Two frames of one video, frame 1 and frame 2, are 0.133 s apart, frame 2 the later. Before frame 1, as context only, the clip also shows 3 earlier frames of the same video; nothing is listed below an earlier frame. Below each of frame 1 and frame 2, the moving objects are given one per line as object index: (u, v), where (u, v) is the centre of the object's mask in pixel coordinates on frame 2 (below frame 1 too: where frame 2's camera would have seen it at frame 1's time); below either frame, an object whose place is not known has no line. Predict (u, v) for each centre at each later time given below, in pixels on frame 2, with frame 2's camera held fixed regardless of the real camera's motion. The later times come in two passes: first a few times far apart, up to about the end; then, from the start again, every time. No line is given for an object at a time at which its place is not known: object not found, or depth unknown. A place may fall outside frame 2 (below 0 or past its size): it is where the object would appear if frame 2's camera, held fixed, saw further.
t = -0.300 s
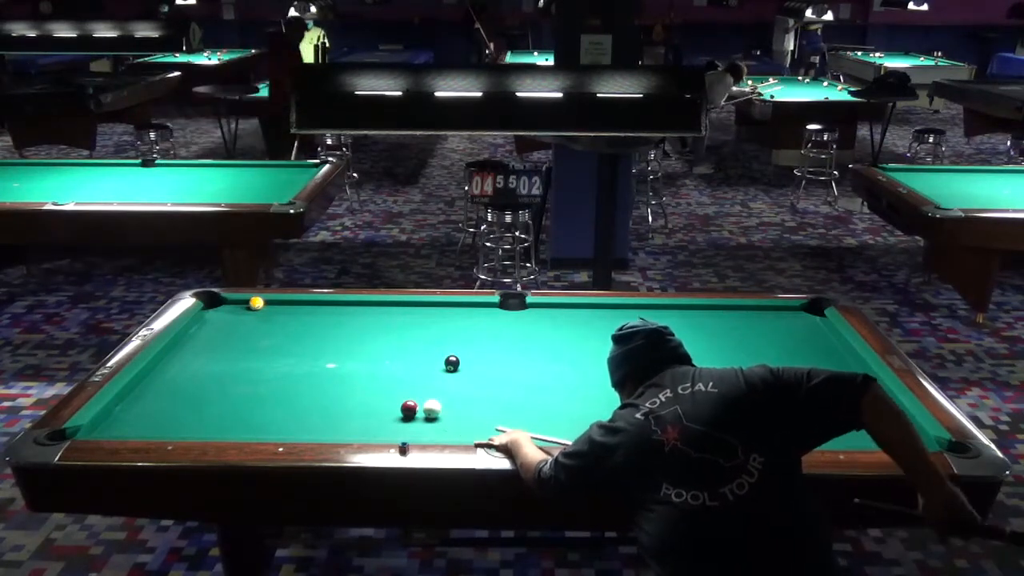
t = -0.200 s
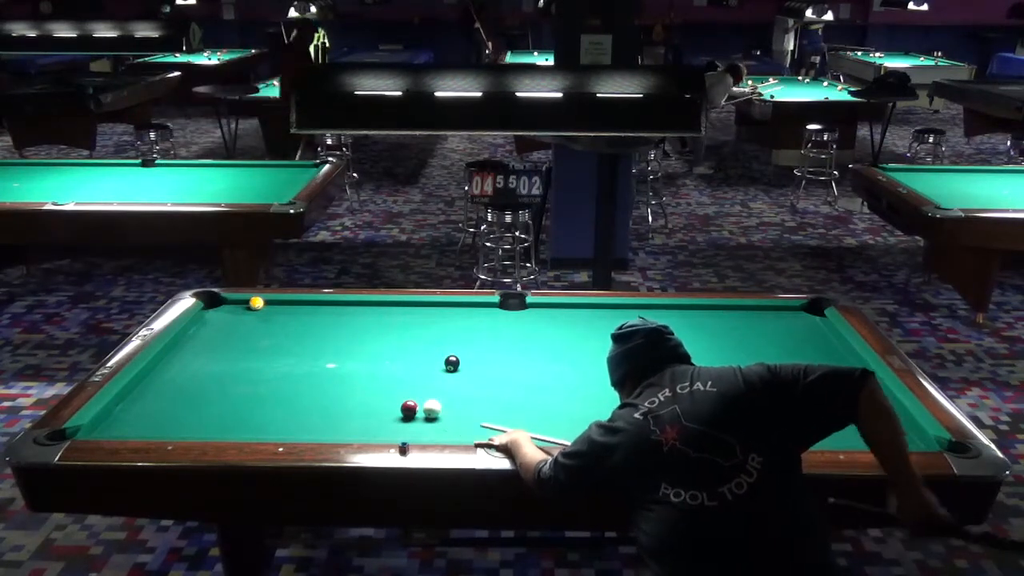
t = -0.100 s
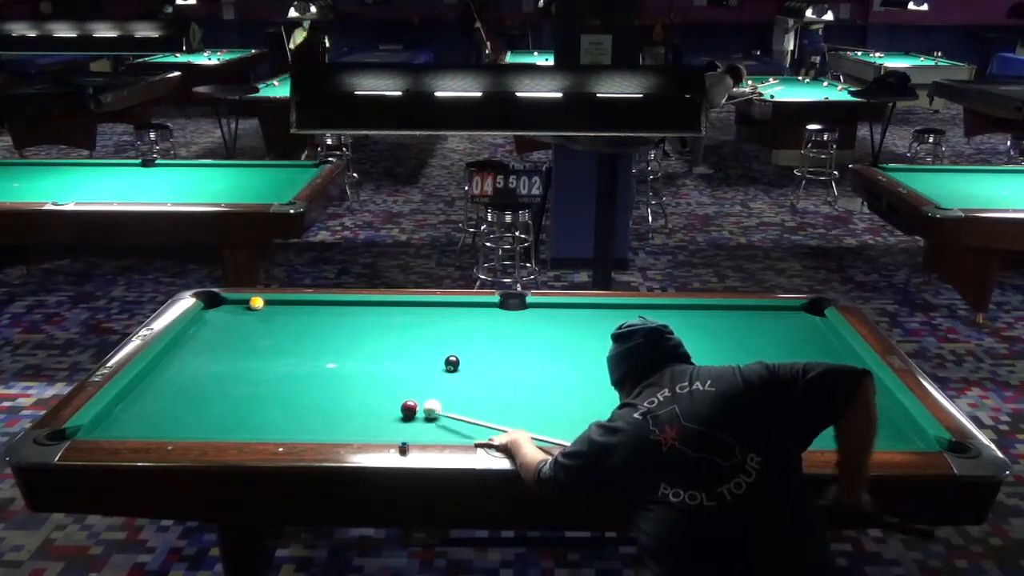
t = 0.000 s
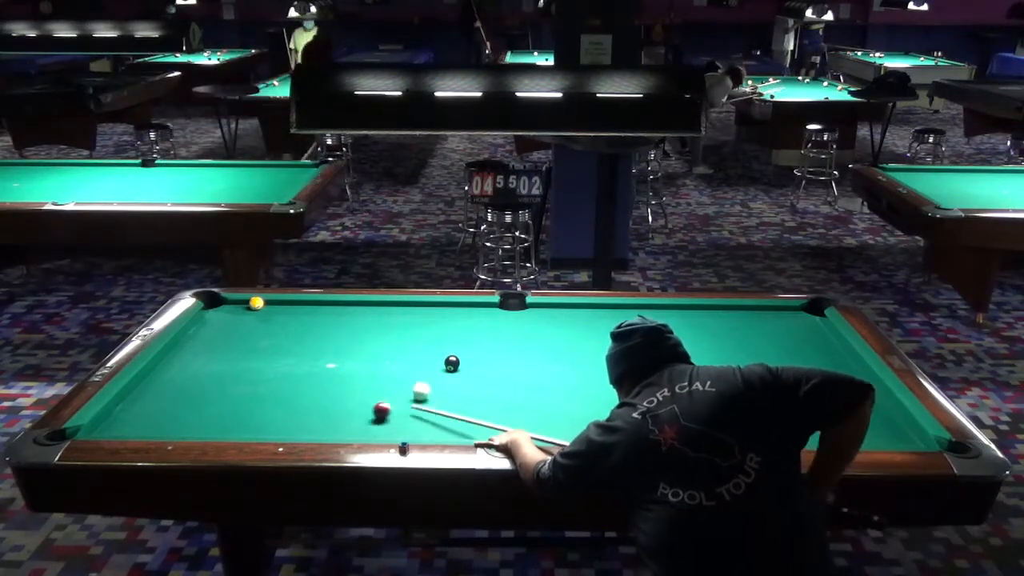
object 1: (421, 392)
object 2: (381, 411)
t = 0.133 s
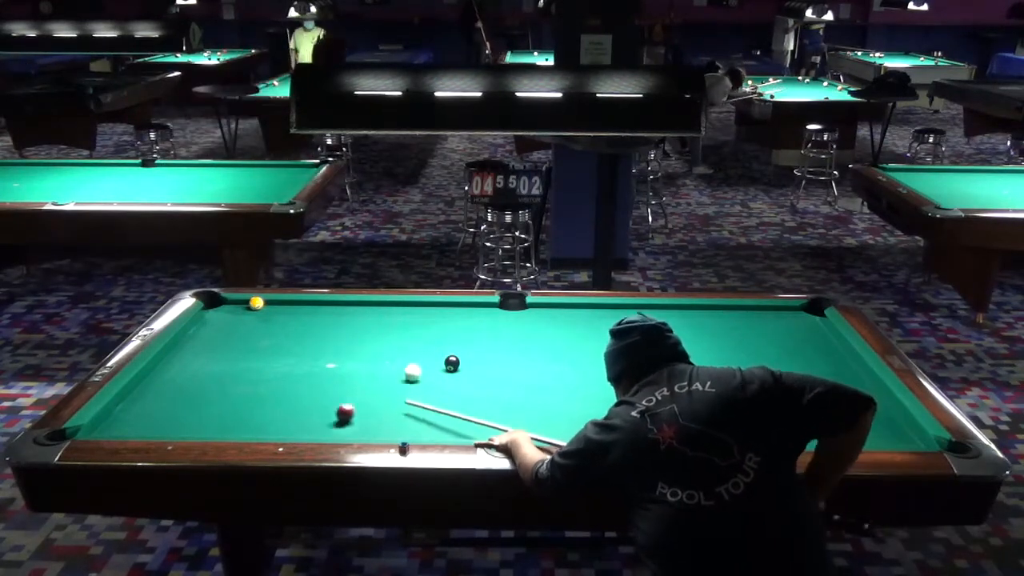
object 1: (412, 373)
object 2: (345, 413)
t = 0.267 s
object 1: (405, 358)
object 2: (309, 416)
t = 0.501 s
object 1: (393, 334)
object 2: (247, 420)
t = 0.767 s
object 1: (381, 310)
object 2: (178, 425)
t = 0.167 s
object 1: (410, 369)
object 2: (336, 415)
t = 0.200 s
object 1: (408, 365)
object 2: (326, 416)
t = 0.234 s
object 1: (407, 361)
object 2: (318, 415)
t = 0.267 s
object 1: (405, 358)
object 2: (309, 416)
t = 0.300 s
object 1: (403, 354)
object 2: (300, 417)
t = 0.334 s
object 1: (401, 351)
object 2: (292, 417)
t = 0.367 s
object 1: (399, 347)
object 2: (282, 418)
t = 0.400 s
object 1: (398, 343)
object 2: (273, 419)
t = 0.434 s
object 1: (396, 340)
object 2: (265, 419)
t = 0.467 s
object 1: (395, 337)
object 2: (256, 419)
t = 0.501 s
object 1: (393, 334)
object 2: (247, 420)
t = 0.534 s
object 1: (391, 330)
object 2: (239, 421)
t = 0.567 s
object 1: (390, 327)
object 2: (230, 421)
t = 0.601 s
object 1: (388, 324)
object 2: (221, 422)
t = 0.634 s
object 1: (387, 321)
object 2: (212, 423)
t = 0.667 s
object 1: (385, 318)
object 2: (204, 423)
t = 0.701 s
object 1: (384, 315)
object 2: (195, 423)
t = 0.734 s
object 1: (383, 313)
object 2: (186, 425)
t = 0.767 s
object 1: (381, 310)
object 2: (178, 425)
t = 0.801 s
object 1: (380, 307)
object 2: (169, 425)
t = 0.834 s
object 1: (378, 305)
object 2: (160, 425)
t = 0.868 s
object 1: (375, 305)
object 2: (151, 426)
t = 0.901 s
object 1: (369, 306)
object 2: (143, 426)
